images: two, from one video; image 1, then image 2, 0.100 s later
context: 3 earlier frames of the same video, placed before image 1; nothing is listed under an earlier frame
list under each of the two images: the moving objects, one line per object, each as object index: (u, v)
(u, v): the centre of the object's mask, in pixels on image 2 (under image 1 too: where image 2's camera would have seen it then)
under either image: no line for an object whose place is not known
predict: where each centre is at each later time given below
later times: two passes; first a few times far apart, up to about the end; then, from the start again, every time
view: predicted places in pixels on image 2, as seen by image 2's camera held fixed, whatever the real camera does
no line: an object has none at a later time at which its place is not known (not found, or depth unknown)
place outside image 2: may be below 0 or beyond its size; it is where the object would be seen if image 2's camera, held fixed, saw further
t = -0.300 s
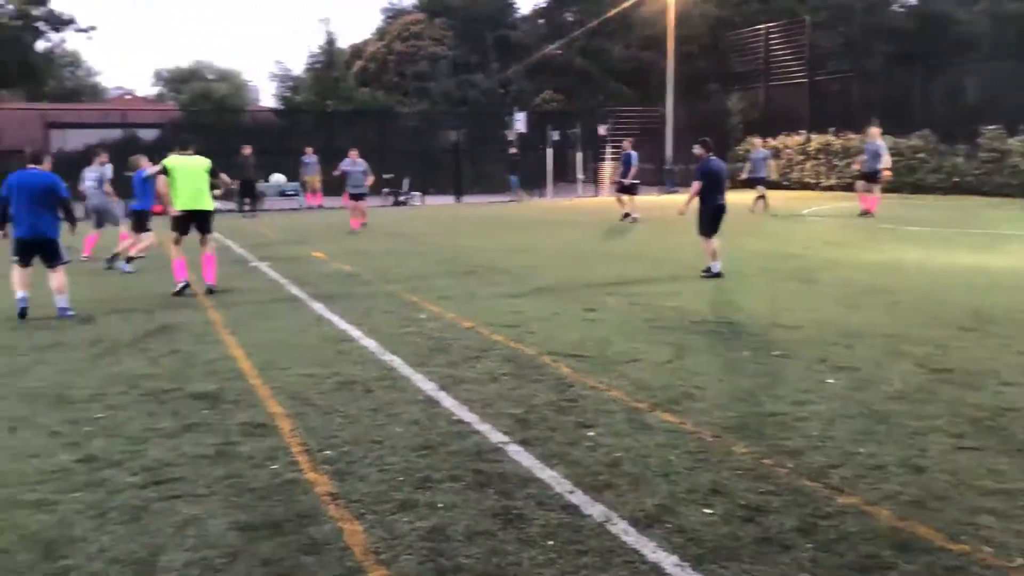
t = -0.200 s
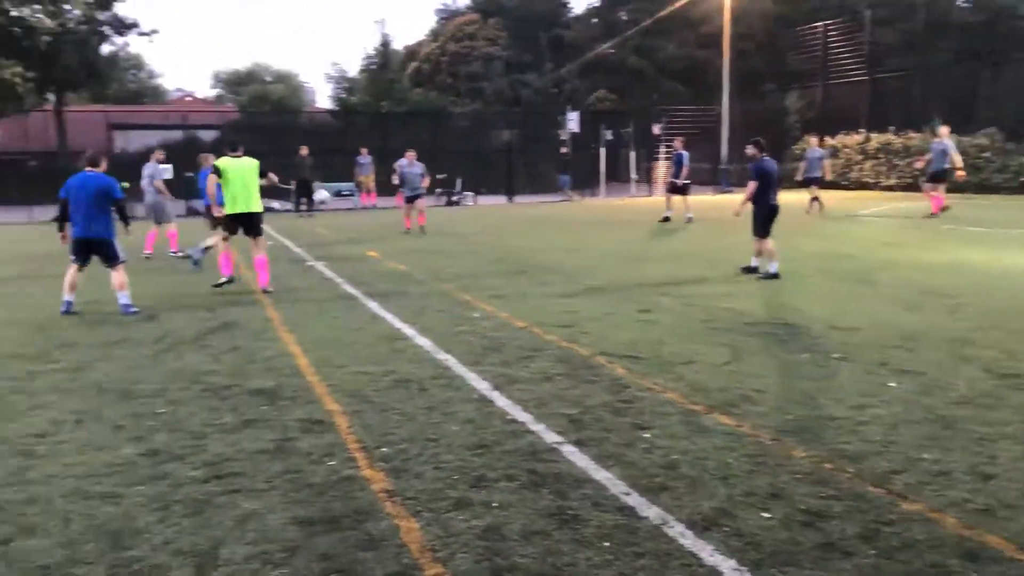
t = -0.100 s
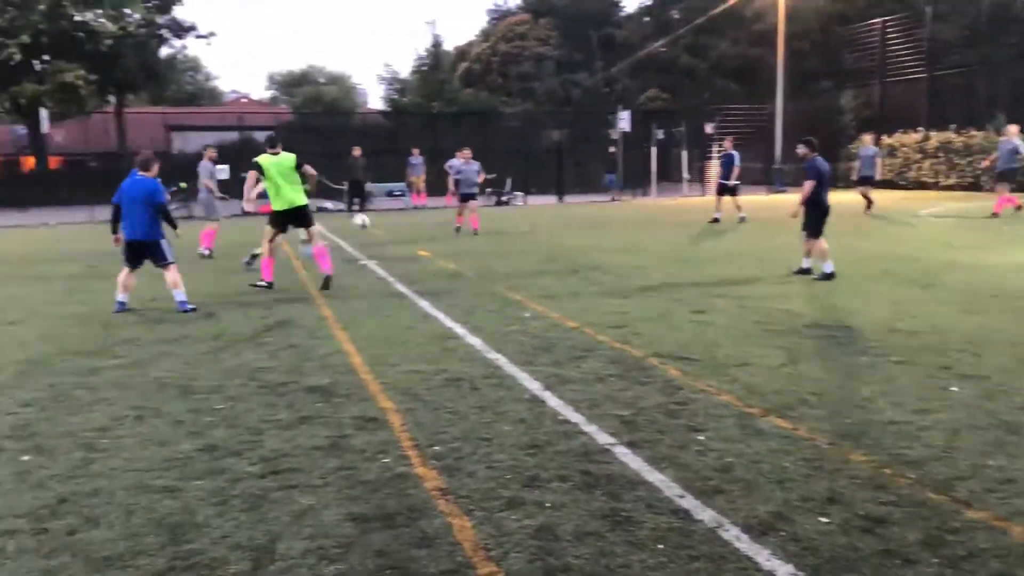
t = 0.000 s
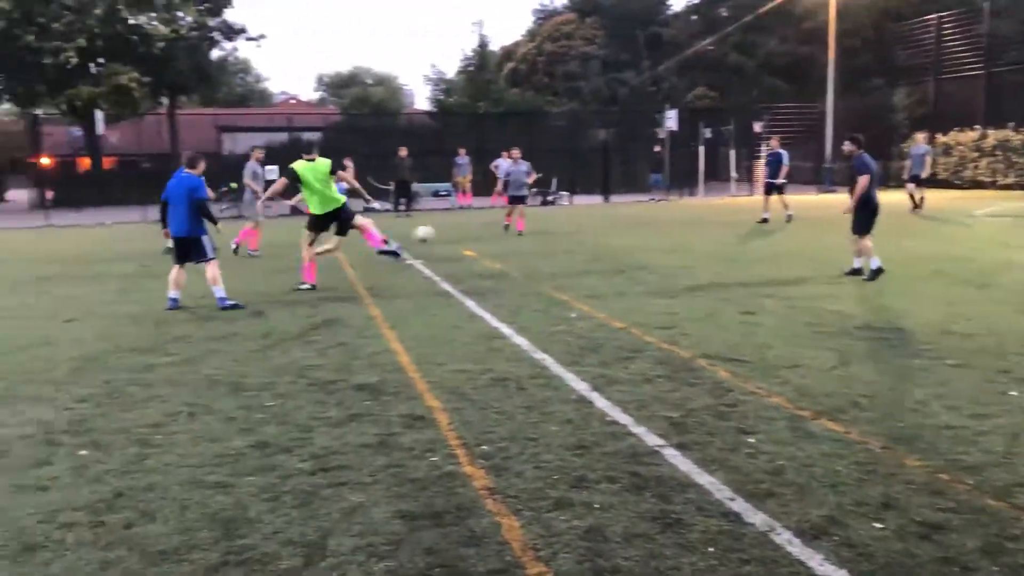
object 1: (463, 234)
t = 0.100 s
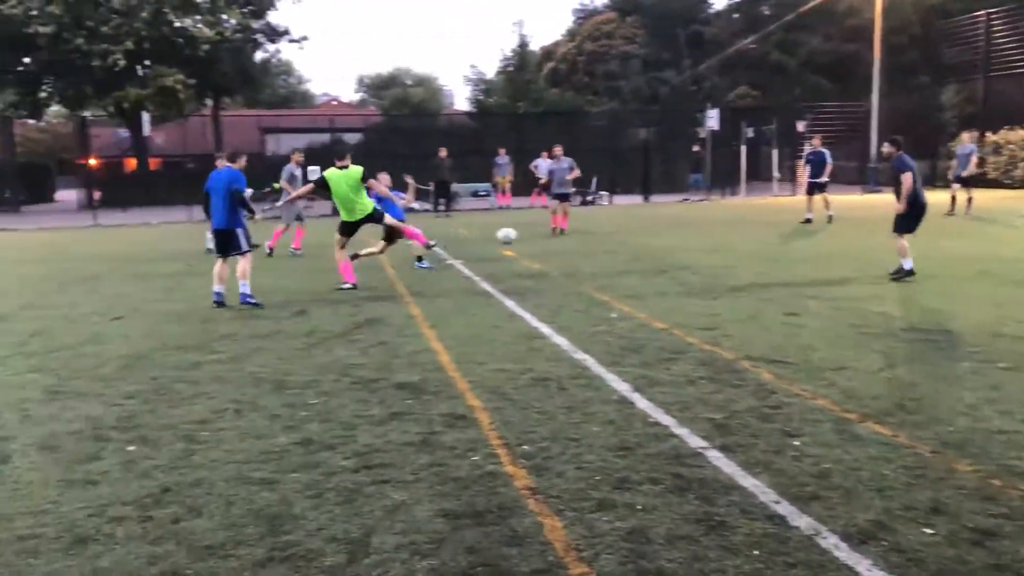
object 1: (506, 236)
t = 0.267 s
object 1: (585, 257)
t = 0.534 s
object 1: (689, 261)
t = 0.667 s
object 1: (737, 270)
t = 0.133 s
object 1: (522, 238)
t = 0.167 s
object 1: (537, 241)
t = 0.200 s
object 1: (552, 246)
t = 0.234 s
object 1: (569, 251)
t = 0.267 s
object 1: (585, 257)
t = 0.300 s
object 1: (600, 264)
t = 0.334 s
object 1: (617, 273)
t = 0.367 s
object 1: (630, 270)
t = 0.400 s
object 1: (642, 266)
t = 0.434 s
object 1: (655, 263)
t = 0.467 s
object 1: (666, 262)
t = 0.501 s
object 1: (678, 260)
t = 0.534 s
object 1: (689, 261)
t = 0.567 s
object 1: (701, 261)
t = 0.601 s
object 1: (713, 264)
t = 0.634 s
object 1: (725, 266)
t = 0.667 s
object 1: (737, 270)
